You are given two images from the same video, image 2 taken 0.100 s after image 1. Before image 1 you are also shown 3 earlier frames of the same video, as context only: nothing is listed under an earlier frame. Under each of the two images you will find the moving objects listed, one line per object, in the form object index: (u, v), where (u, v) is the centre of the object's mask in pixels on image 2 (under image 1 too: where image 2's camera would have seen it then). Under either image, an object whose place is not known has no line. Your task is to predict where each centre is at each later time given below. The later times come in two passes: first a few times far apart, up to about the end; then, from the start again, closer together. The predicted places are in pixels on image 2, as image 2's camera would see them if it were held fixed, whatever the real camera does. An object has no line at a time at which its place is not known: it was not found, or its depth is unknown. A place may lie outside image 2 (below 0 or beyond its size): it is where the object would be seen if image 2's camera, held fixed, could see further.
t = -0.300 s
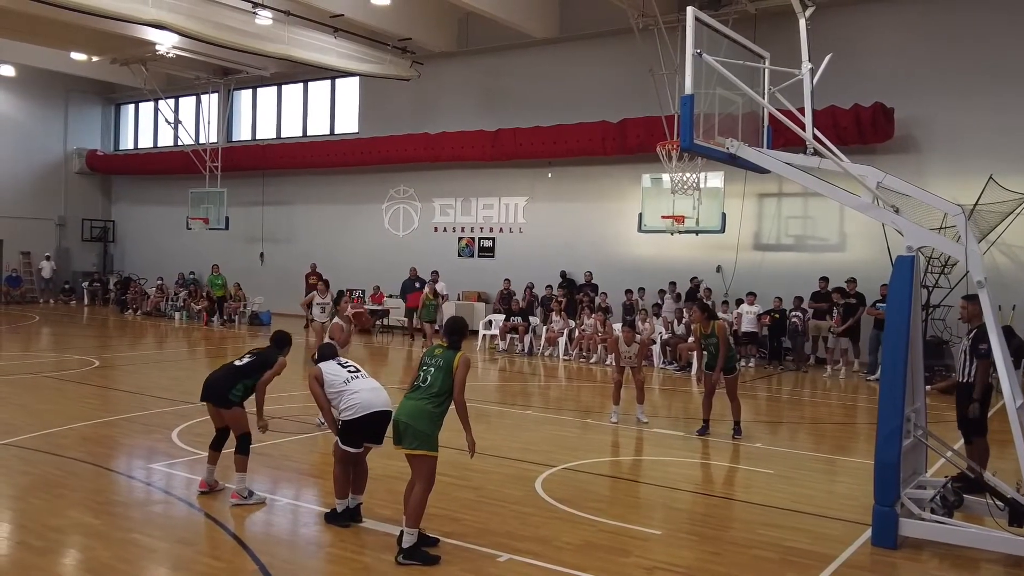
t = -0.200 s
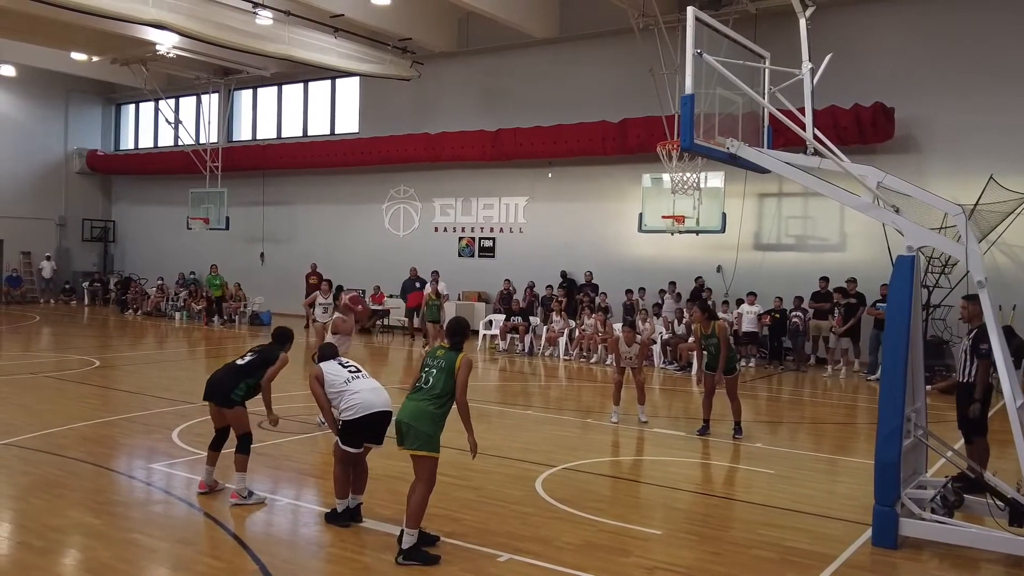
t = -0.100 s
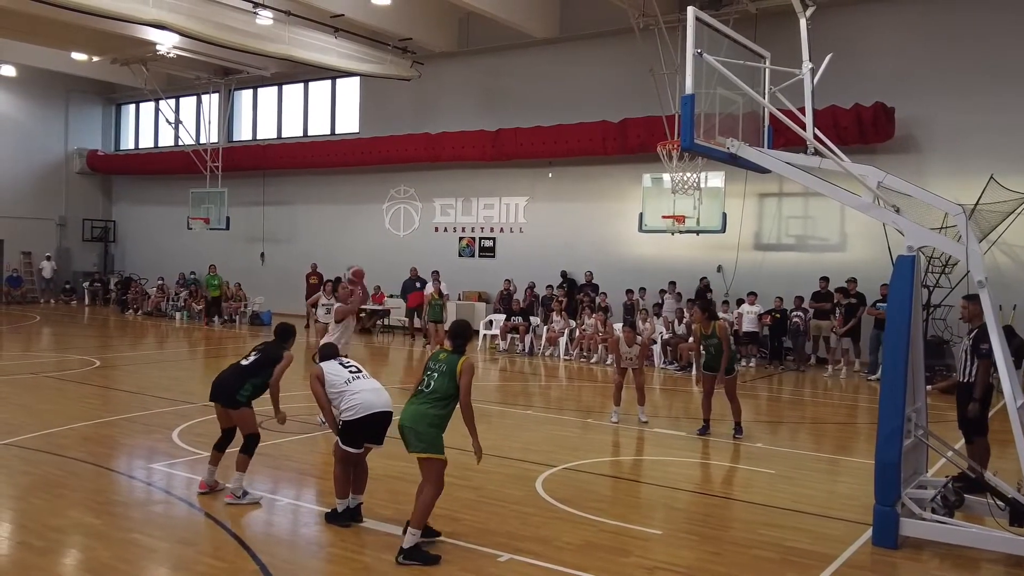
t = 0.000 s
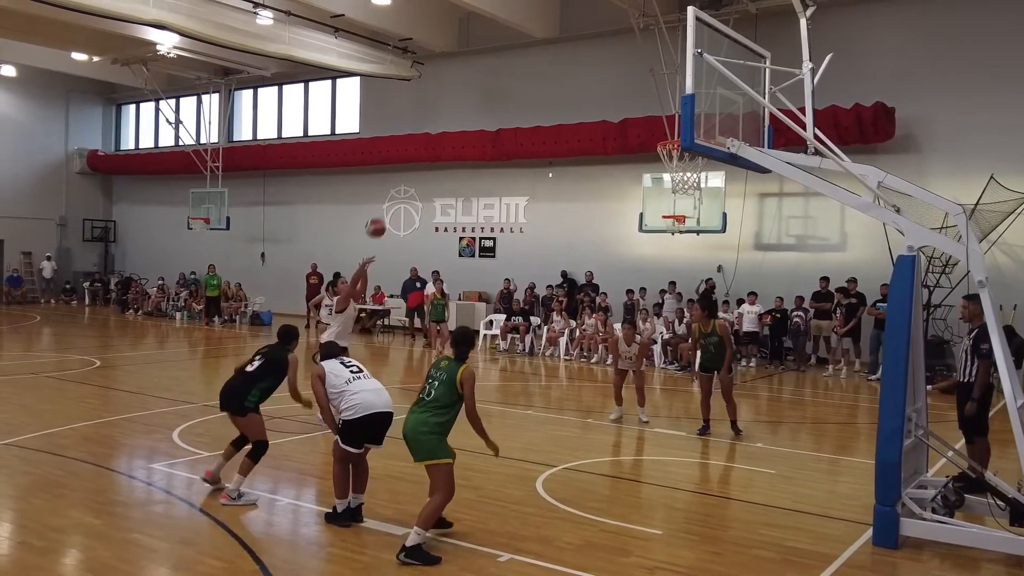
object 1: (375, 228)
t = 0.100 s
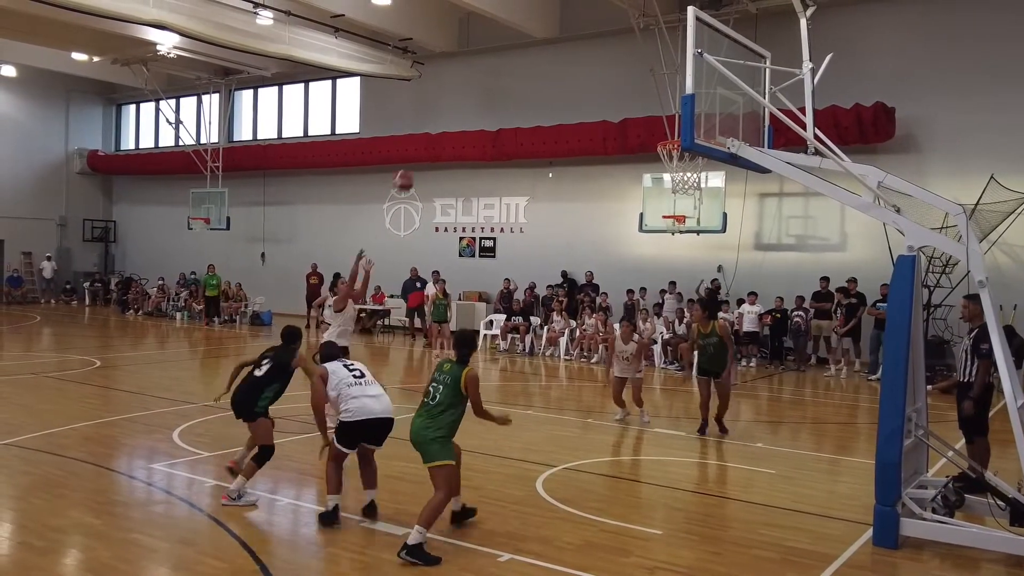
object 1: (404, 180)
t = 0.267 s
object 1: (451, 119)
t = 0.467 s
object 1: (513, 71)
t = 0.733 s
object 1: (602, 64)
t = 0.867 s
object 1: (652, 90)
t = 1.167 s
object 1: (656, 107)
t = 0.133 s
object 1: (413, 166)
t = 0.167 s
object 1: (420, 152)
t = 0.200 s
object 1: (431, 141)
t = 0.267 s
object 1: (451, 119)
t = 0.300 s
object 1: (461, 108)
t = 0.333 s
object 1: (471, 100)
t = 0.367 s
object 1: (482, 91)
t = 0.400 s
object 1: (492, 83)
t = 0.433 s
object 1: (503, 77)
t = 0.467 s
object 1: (513, 71)
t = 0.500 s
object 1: (523, 67)
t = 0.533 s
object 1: (535, 63)
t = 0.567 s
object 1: (546, 61)
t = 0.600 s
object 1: (557, 59)
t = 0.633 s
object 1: (568, 59)
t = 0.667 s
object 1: (579, 59)
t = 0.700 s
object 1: (591, 62)
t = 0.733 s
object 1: (602, 64)
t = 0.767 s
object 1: (615, 69)
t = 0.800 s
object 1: (627, 75)
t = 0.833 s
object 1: (639, 82)
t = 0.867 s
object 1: (652, 90)
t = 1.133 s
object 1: (664, 110)
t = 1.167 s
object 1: (656, 107)
